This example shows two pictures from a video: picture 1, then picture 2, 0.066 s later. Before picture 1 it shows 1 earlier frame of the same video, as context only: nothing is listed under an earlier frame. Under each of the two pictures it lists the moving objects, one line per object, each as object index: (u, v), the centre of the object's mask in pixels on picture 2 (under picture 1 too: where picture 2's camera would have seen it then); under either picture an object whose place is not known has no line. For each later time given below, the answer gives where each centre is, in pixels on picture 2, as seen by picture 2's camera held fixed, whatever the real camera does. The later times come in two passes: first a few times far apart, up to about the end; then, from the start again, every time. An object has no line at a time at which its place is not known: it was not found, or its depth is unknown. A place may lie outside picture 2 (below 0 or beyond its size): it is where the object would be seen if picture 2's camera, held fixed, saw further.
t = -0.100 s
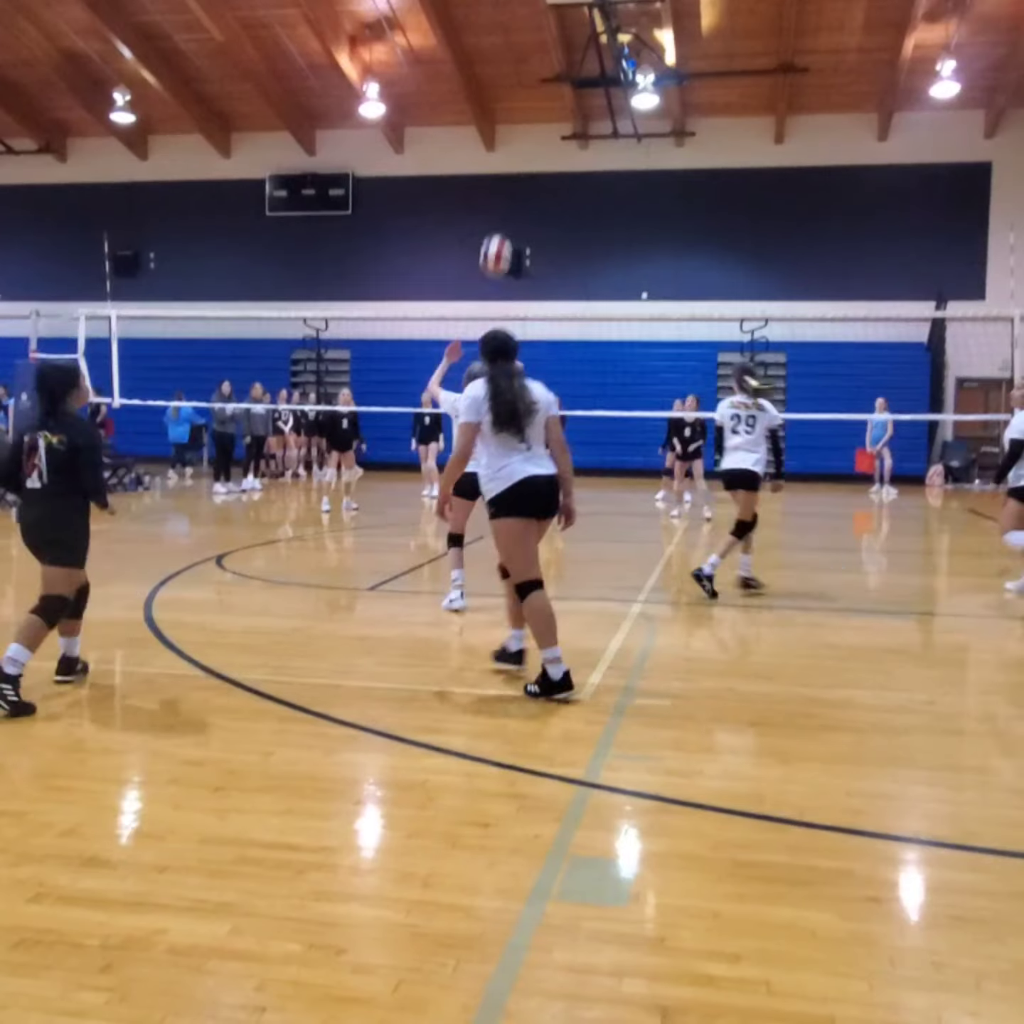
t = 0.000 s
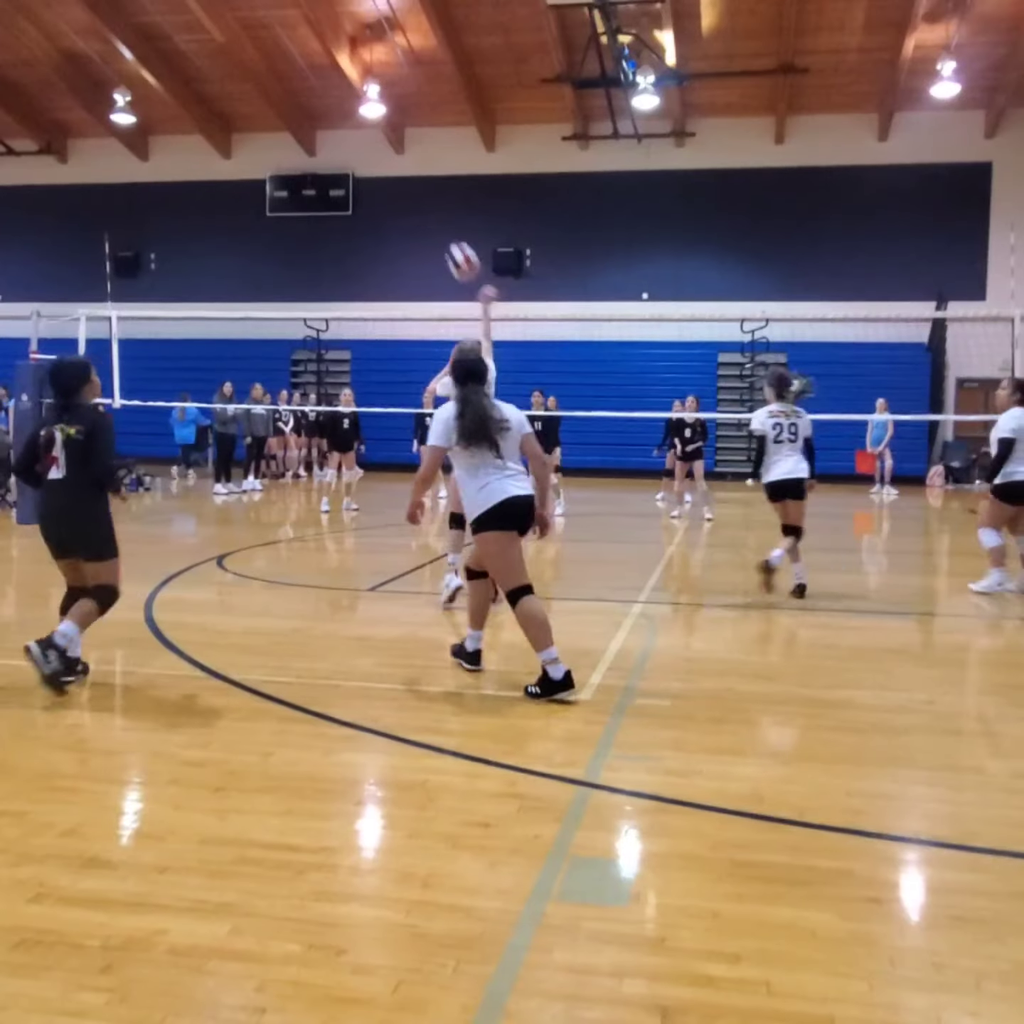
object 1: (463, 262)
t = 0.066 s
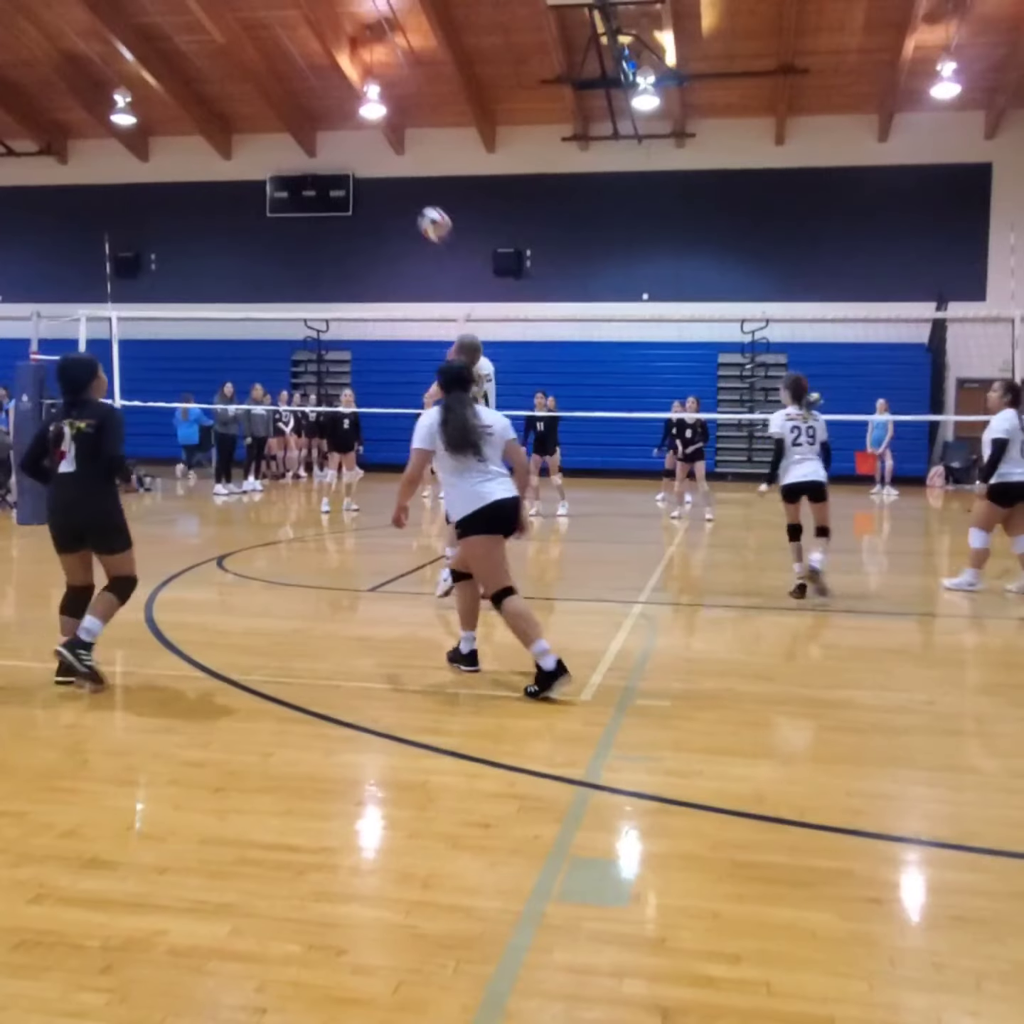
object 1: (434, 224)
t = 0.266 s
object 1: (367, 161)
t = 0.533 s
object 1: (301, 168)
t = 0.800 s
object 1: (251, 242)
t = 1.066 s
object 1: (213, 358)
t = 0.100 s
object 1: (421, 209)
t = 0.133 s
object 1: (409, 196)
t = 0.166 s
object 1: (398, 185)
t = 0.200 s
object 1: (386, 176)
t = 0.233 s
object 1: (375, 168)
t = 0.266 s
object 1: (367, 161)
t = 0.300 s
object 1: (358, 159)
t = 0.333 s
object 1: (348, 156)
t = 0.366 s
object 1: (339, 154)
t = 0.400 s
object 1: (330, 154)
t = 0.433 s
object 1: (322, 156)
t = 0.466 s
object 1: (315, 159)
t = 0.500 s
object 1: (308, 163)
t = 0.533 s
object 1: (301, 168)
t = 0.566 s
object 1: (293, 175)
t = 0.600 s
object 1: (287, 182)
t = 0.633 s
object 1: (279, 189)
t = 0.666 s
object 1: (274, 198)
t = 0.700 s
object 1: (268, 208)
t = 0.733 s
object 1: (262, 219)
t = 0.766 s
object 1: (256, 230)
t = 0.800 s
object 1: (251, 242)
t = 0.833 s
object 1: (245, 254)
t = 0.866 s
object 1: (241, 267)
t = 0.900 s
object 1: (235, 281)
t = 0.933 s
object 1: (231, 293)
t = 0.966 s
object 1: (227, 306)
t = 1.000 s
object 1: (221, 327)
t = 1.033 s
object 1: (217, 343)
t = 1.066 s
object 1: (213, 358)
